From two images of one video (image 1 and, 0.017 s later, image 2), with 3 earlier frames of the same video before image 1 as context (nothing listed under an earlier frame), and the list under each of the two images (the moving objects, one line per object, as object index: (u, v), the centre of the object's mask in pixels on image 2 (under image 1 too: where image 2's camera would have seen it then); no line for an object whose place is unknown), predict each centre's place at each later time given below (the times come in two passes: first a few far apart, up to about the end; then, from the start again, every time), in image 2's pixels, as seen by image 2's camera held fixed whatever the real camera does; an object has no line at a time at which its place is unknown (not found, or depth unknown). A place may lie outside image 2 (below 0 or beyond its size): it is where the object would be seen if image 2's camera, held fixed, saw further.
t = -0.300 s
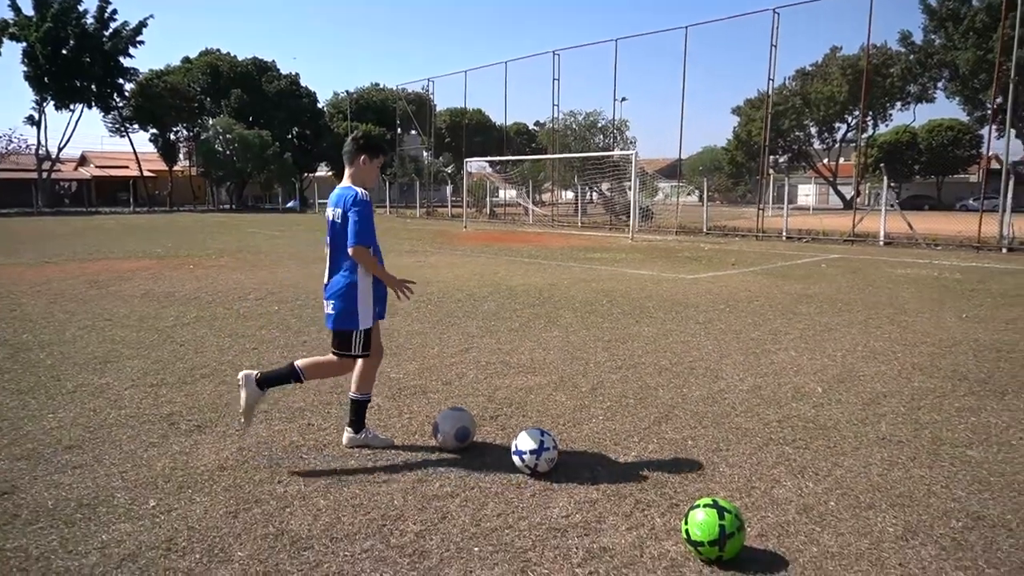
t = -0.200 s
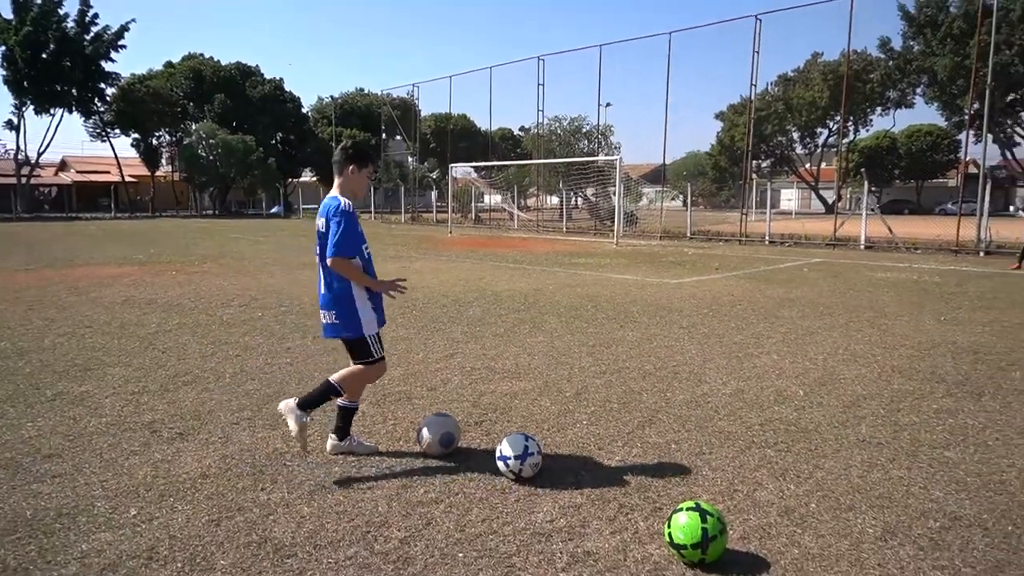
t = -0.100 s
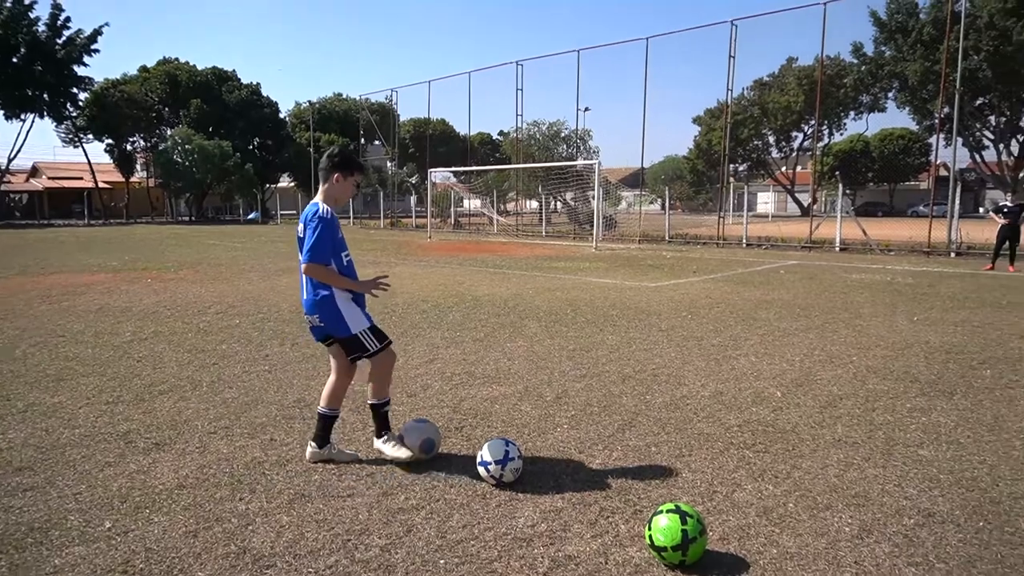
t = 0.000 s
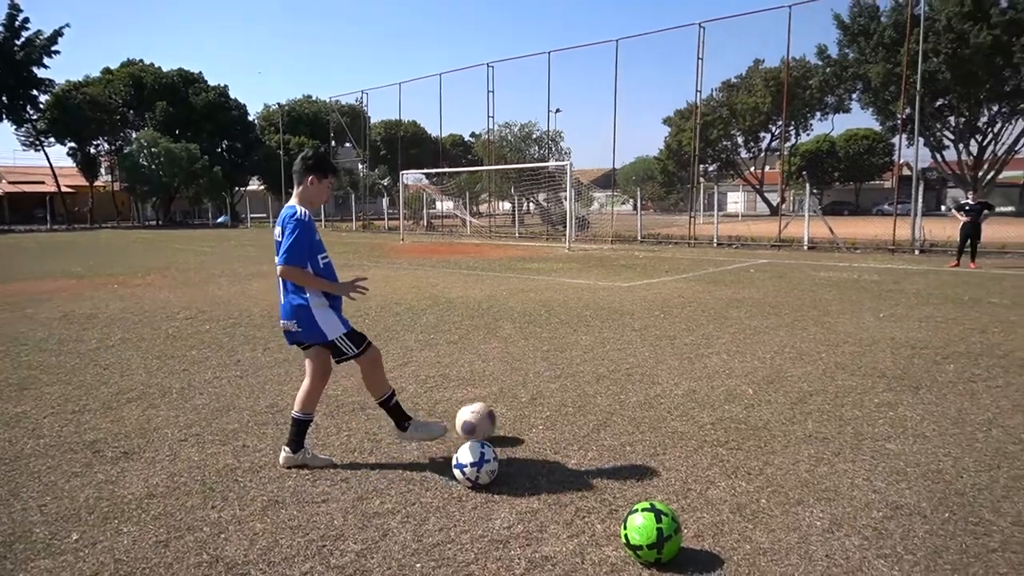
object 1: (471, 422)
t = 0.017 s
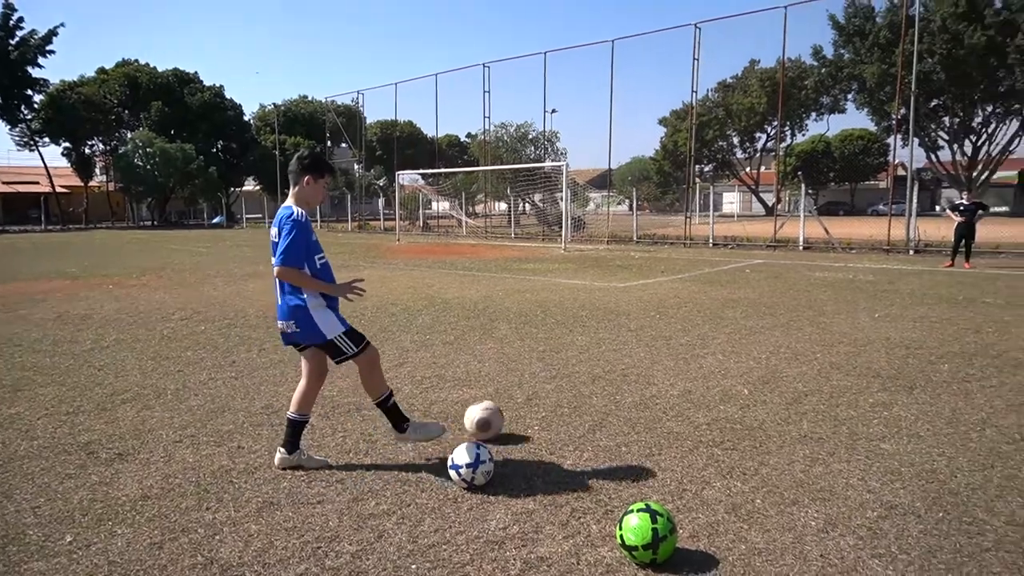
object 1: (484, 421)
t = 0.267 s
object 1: (618, 387)
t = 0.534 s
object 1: (694, 361)
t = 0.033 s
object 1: (496, 417)
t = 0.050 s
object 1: (506, 414)
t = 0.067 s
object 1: (517, 411)
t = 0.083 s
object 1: (527, 409)
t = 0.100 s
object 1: (537, 407)
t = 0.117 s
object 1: (547, 406)
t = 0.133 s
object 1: (556, 403)
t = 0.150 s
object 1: (565, 400)
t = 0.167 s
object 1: (573, 396)
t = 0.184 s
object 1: (581, 394)
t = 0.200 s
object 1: (588, 392)
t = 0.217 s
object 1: (596, 390)
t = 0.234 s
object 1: (604, 389)
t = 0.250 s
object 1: (611, 388)
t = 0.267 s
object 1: (618, 387)
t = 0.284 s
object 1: (624, 385)
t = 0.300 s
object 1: (630, 383)
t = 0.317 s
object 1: (636, 380)
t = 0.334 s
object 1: (641, 378)
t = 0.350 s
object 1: (647, 376)
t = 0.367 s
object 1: (652, 375)
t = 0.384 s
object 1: (657, 374)
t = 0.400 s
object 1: (662, 373)
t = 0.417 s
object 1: (666, 370)
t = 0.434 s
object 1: (670, 368)
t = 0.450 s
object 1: (674, 366)
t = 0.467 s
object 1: (679, 364)
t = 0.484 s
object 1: (682, 363)
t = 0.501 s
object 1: (686, 362)
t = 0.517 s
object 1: (690, 361)
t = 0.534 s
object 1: (694, 361)
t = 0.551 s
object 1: (698, 359)
